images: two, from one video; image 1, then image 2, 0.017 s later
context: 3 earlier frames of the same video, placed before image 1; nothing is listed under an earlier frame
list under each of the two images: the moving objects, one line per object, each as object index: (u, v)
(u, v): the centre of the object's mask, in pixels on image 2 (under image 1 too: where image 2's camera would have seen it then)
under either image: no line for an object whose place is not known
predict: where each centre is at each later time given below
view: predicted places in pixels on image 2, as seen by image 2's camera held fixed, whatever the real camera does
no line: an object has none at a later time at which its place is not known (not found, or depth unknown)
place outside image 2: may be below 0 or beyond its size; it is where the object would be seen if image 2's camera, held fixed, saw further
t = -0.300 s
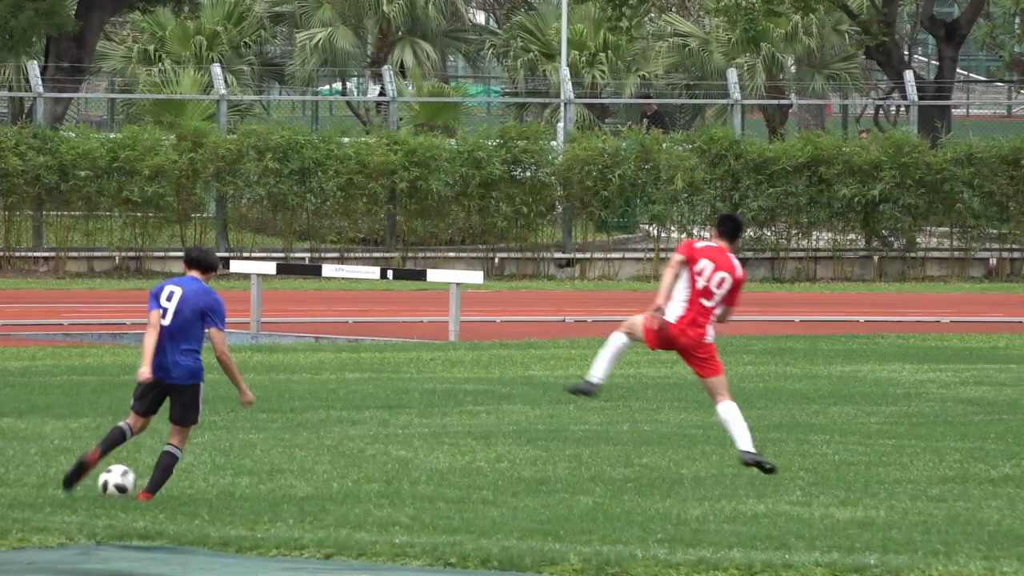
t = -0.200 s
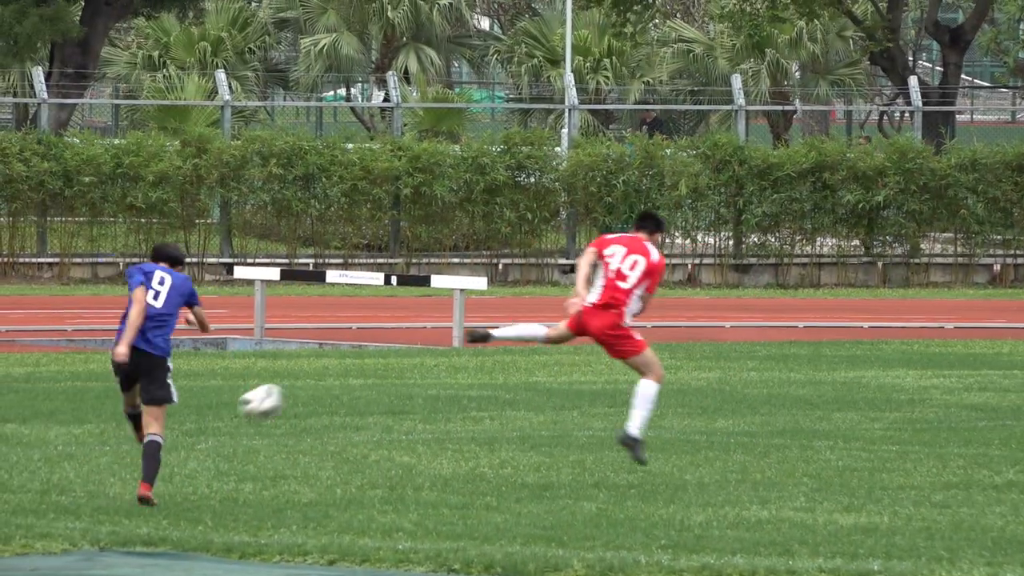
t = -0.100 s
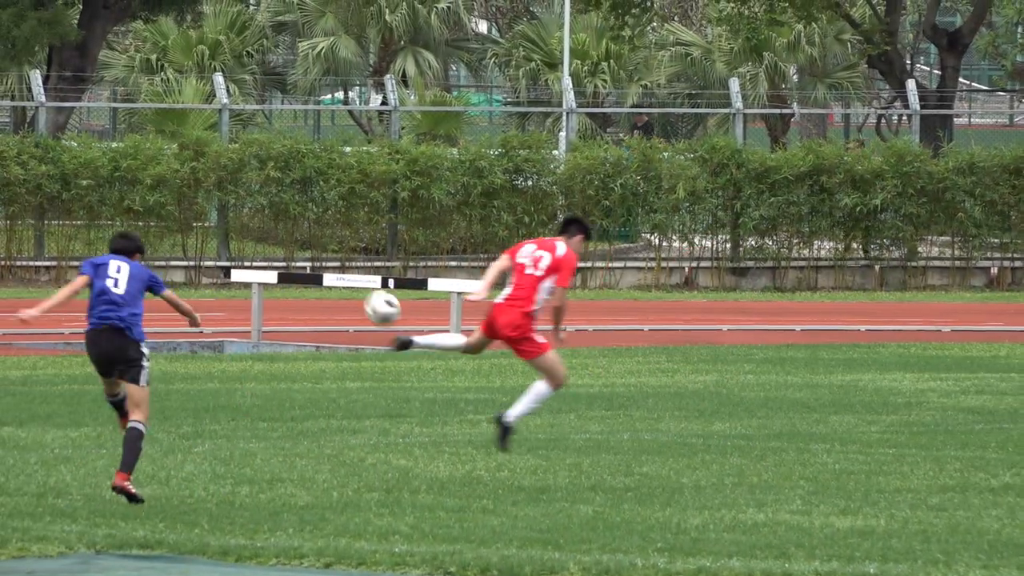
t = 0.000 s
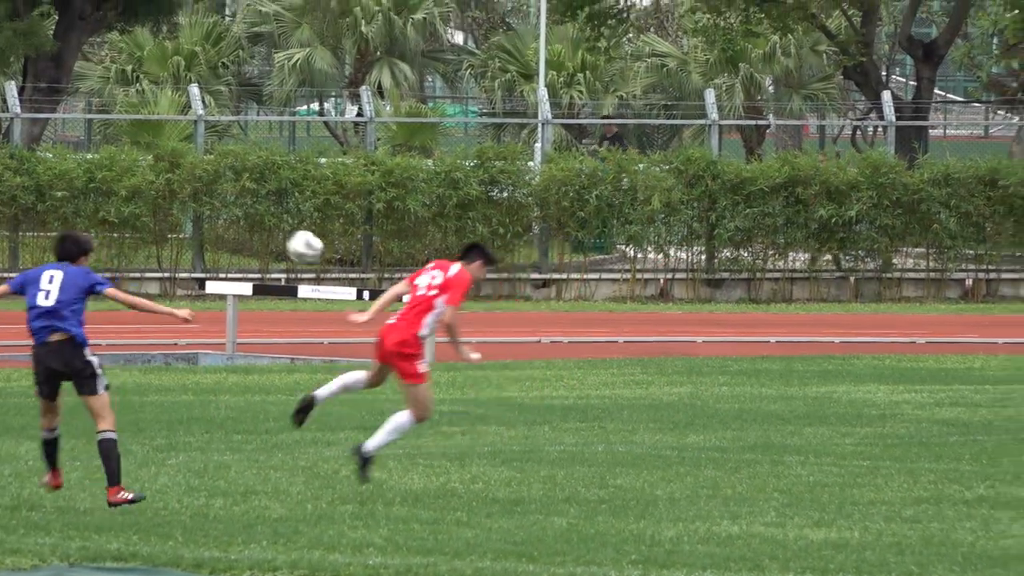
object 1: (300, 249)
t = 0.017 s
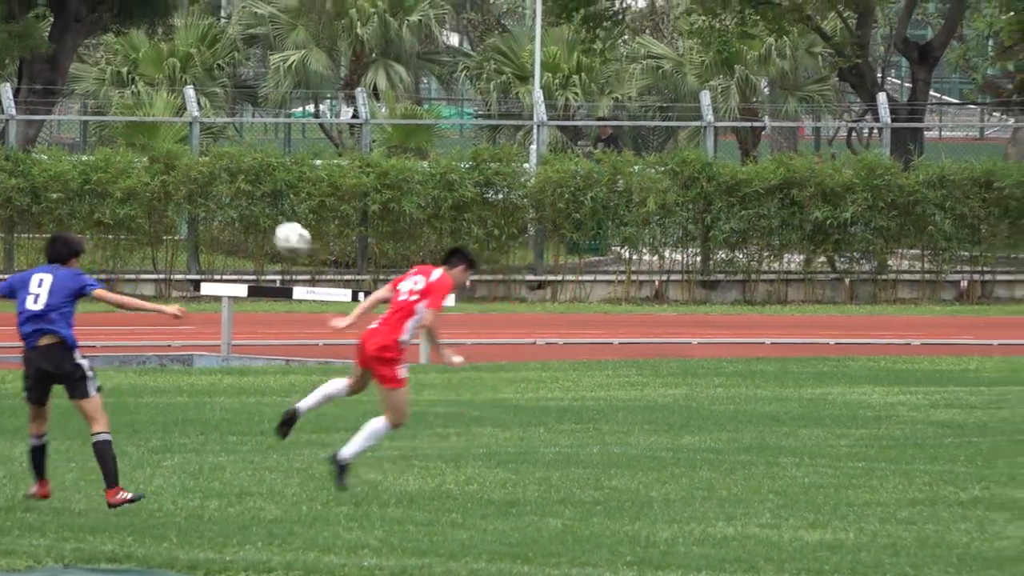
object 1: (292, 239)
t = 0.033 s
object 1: (284, 228)
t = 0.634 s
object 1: (137, 163)
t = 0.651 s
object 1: (138, 167)
